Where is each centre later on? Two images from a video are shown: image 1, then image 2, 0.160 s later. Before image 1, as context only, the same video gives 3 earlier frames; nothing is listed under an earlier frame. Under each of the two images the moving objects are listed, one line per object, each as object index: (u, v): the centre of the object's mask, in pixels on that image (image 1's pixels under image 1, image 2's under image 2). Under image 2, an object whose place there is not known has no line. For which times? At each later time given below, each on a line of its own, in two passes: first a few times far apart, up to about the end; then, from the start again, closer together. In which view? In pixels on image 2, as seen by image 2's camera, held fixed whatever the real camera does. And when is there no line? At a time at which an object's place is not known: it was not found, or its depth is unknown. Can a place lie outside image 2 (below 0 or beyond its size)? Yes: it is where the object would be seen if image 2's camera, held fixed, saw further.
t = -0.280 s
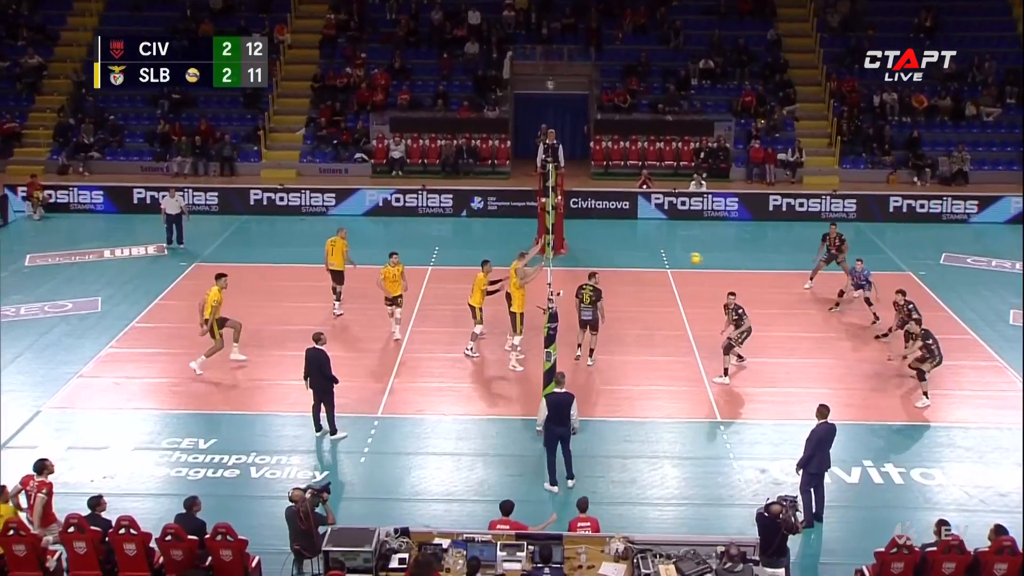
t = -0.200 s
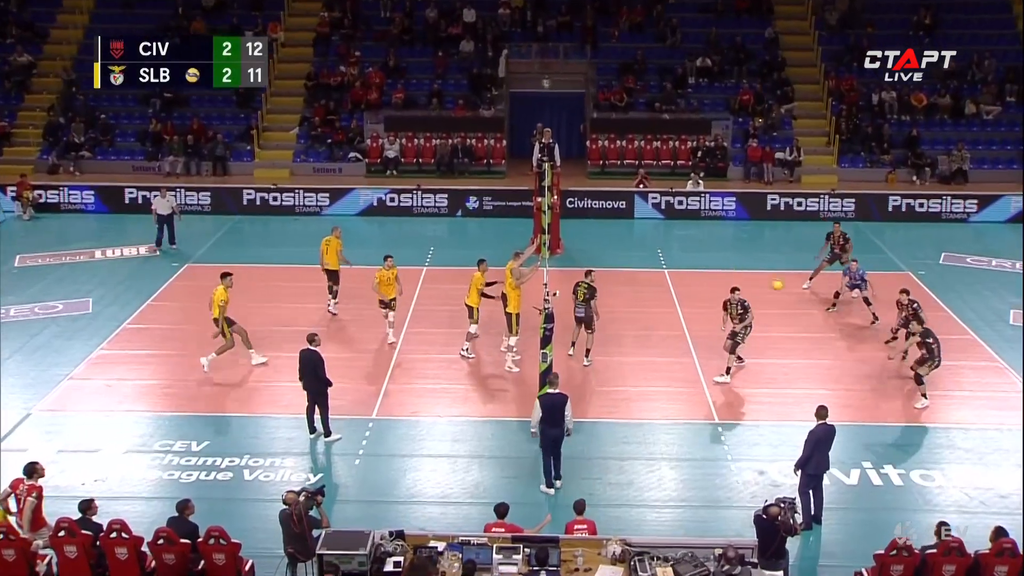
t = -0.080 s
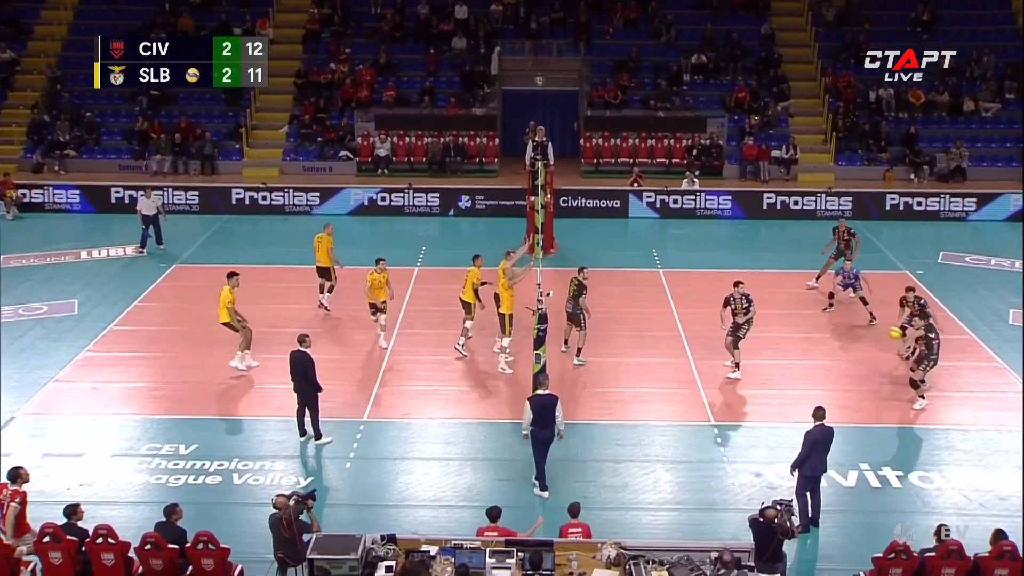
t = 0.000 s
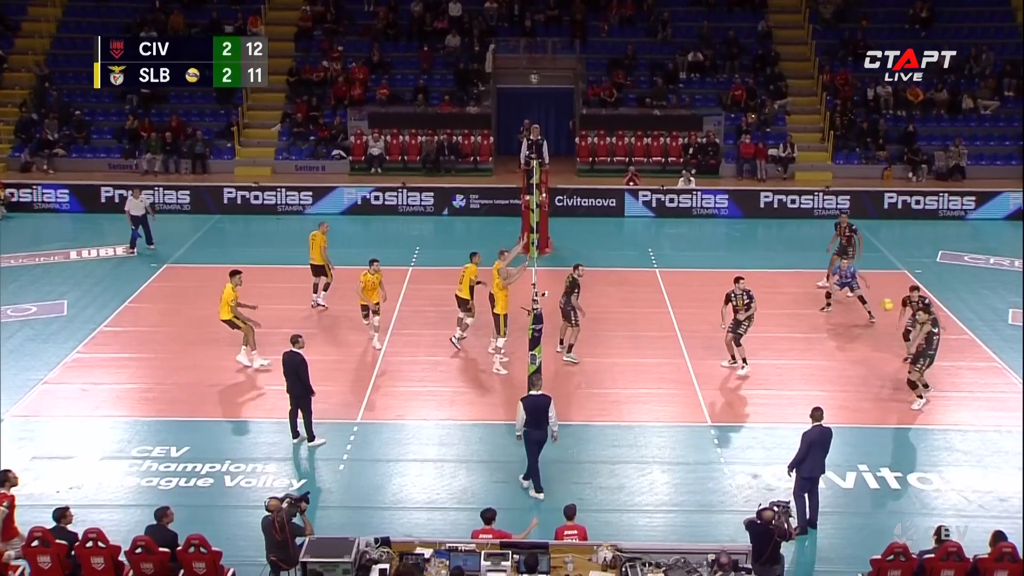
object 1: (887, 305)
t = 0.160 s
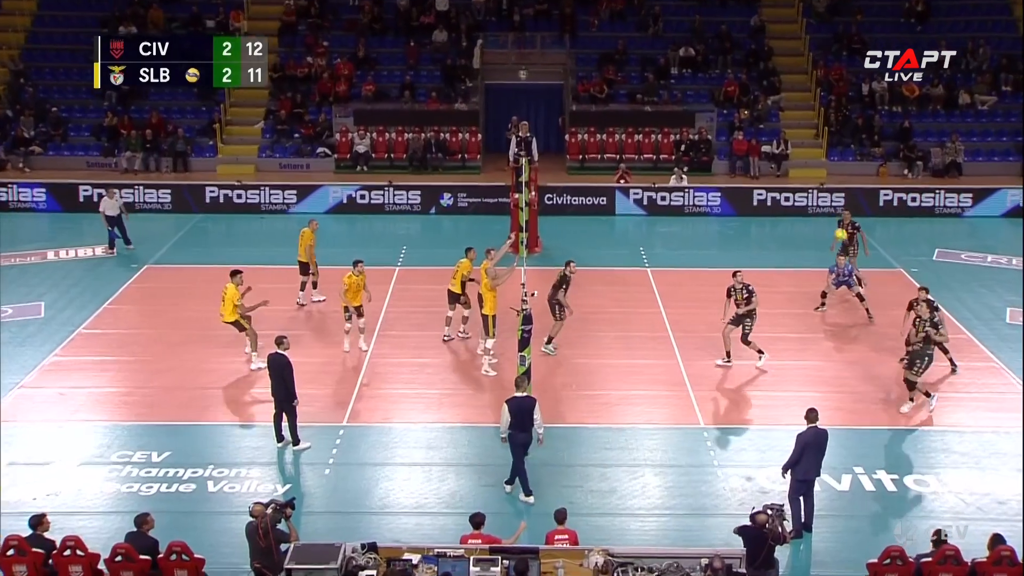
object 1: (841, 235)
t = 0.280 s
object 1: (811, 191)
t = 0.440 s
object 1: (770, 147)
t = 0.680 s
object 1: (710, 106)
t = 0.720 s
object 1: (701, 103)
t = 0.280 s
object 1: (811, 191)
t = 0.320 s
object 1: (801, 179)
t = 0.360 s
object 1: (791, 167)
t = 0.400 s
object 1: (781, 157)
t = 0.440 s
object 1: (770, 147)
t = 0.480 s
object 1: (760, 137)
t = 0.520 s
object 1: (750, 129)
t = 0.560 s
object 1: (740, 122)
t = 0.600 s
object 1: (730, 115)
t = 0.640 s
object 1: (721, 111)
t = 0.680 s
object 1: (710, 106)
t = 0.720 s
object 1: (701, 103)
